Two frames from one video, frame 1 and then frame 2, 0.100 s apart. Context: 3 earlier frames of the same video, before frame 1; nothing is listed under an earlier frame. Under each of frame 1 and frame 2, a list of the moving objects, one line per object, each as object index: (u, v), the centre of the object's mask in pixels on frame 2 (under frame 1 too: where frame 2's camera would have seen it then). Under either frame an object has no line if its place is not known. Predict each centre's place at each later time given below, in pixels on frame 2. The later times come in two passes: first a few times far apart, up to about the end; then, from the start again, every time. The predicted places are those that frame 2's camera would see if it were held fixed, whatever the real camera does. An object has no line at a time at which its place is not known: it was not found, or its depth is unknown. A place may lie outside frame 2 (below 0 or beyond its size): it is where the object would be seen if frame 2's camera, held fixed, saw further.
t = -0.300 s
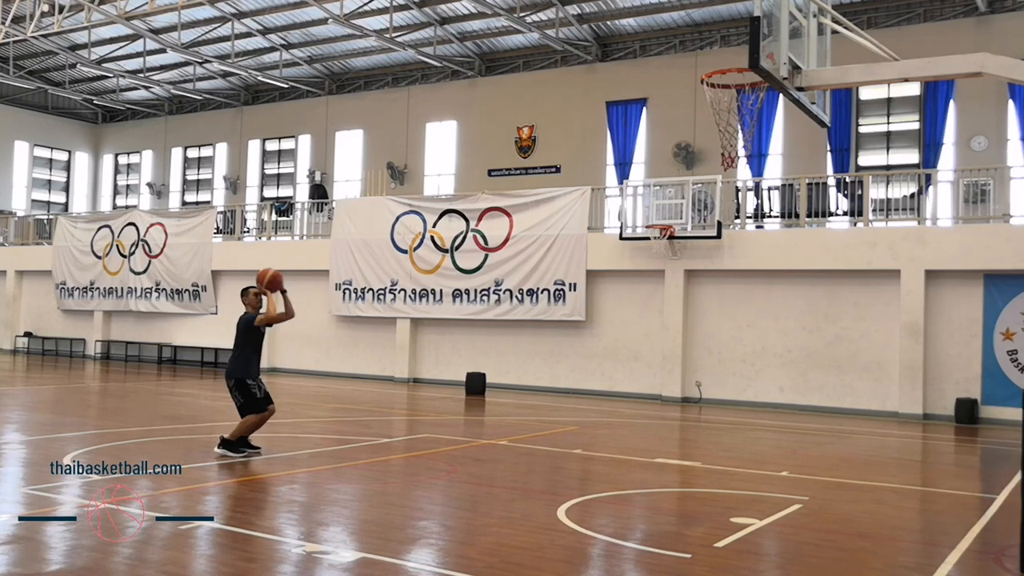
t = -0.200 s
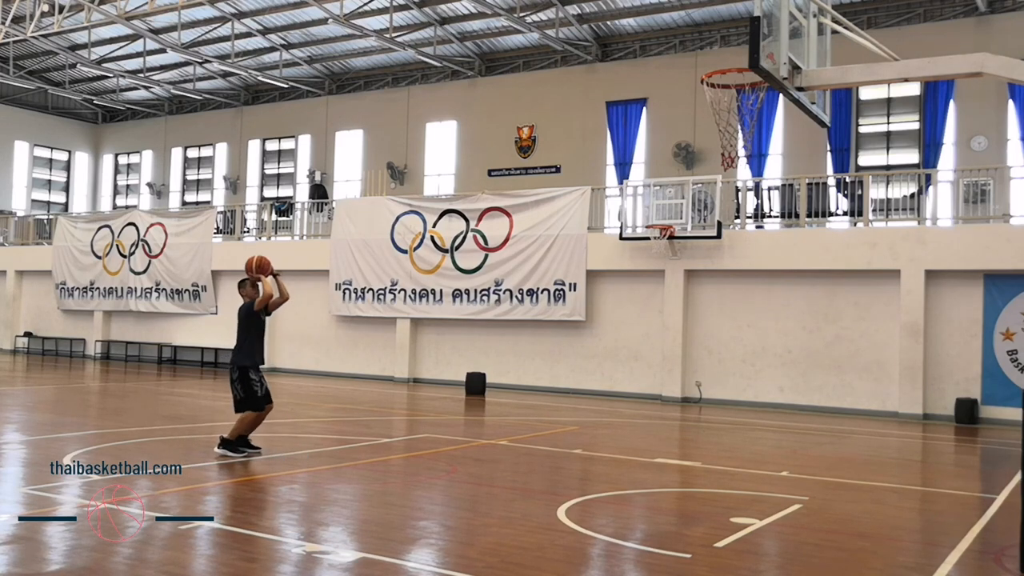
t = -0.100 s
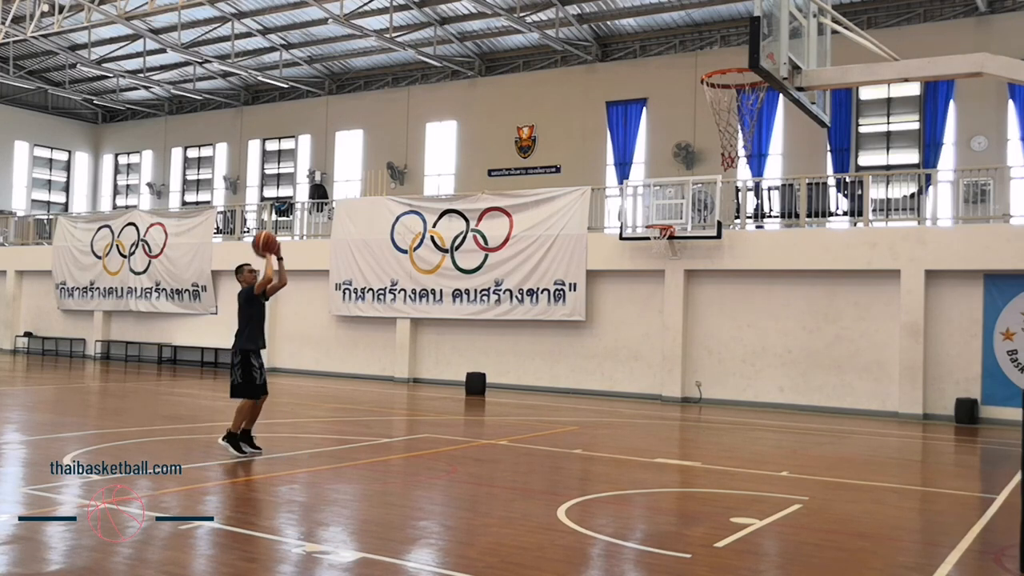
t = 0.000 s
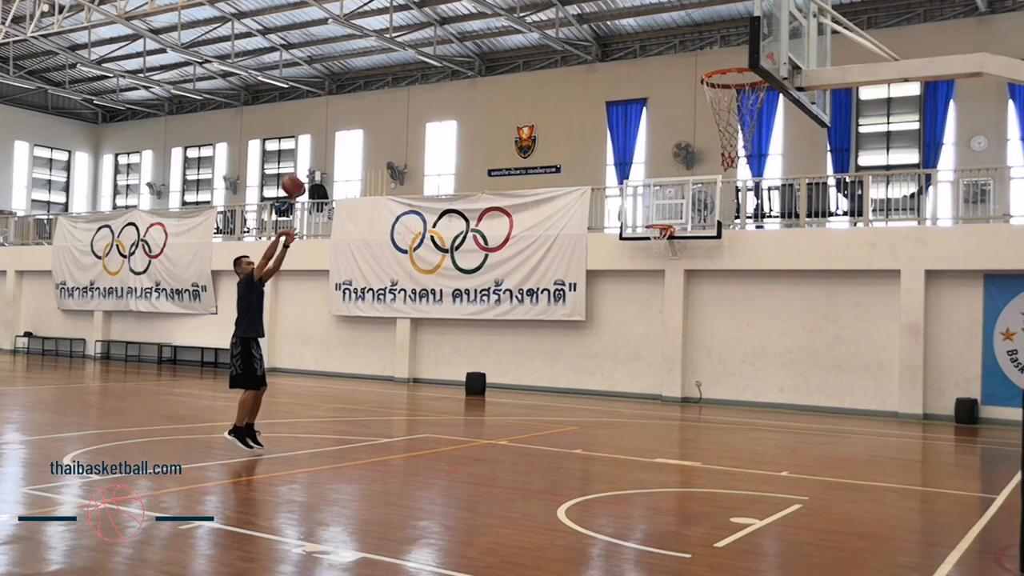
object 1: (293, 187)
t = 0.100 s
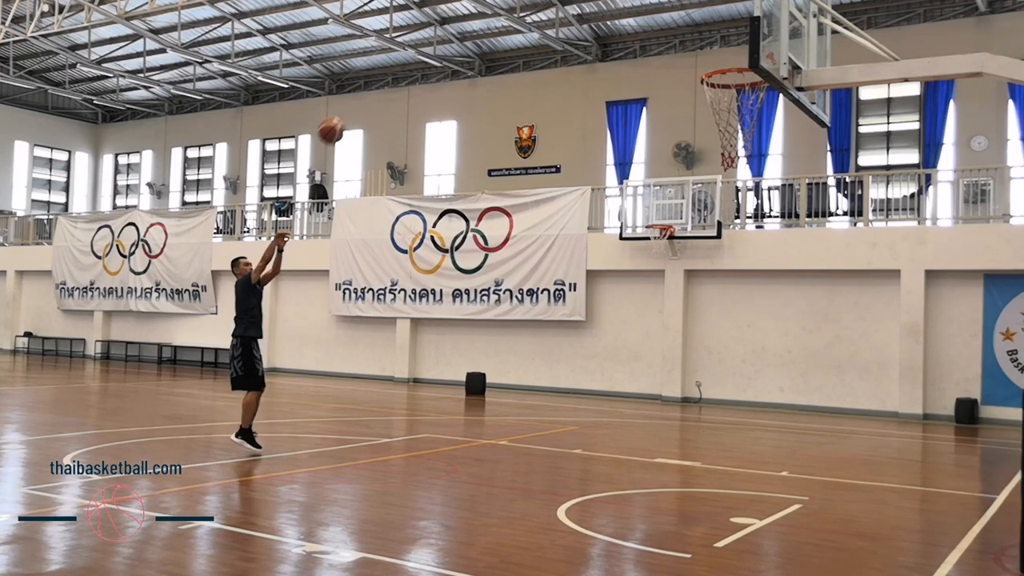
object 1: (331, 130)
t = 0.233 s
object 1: (383, 69)
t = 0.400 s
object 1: (450, 14)
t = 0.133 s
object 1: (345, 113)
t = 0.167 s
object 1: (357, 97)
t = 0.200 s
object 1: (370, 82)
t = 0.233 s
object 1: (383, 69)
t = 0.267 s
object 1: (396, 56)
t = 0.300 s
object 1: (410, 43)
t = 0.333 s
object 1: (423, 33)
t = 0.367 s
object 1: (436, 23)
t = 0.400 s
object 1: (450, 14)
